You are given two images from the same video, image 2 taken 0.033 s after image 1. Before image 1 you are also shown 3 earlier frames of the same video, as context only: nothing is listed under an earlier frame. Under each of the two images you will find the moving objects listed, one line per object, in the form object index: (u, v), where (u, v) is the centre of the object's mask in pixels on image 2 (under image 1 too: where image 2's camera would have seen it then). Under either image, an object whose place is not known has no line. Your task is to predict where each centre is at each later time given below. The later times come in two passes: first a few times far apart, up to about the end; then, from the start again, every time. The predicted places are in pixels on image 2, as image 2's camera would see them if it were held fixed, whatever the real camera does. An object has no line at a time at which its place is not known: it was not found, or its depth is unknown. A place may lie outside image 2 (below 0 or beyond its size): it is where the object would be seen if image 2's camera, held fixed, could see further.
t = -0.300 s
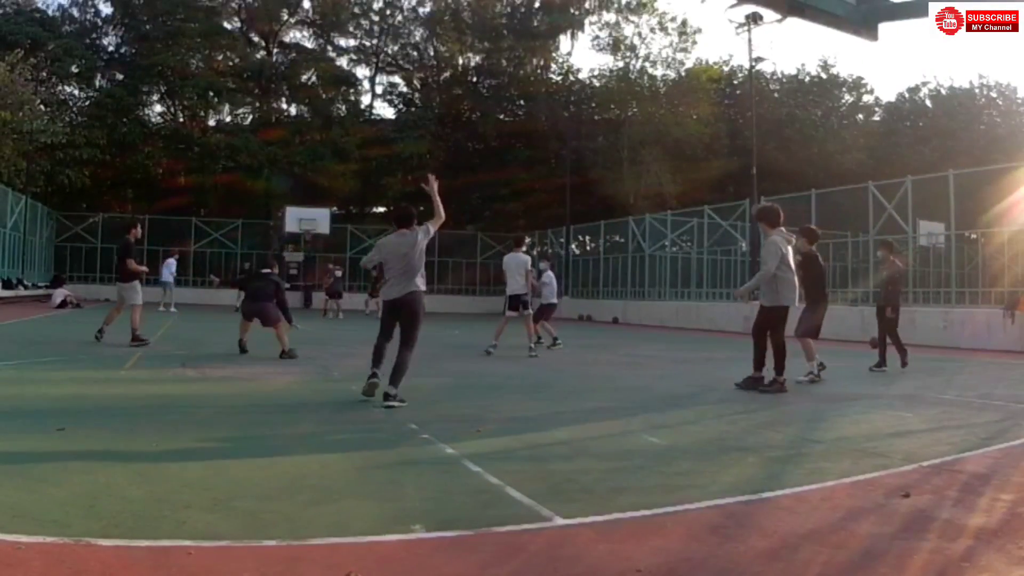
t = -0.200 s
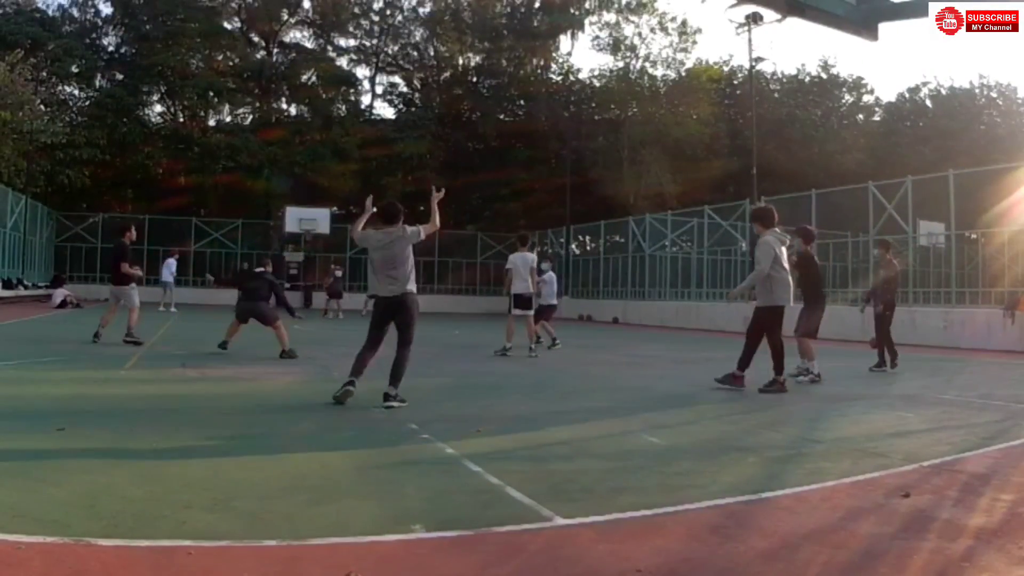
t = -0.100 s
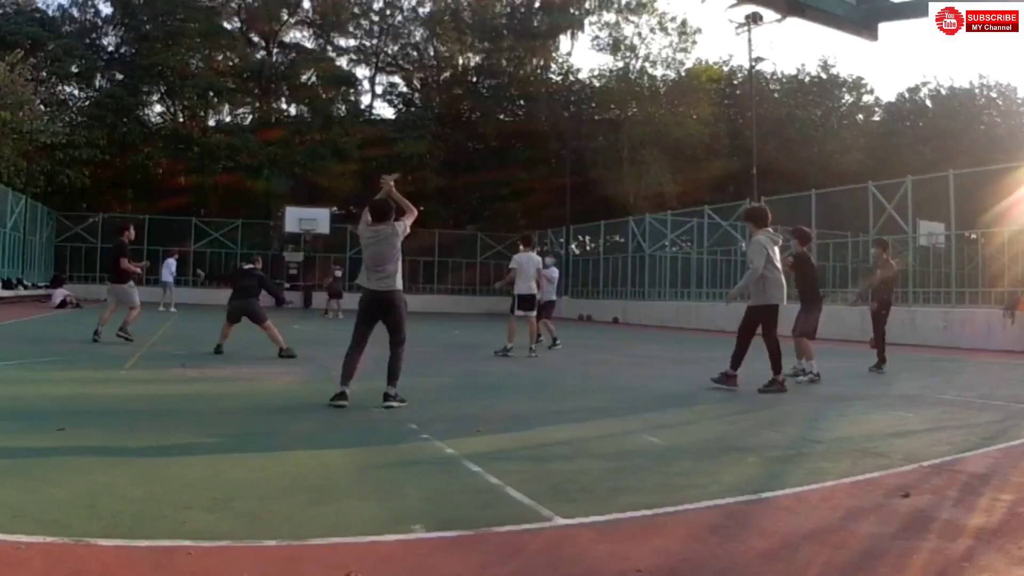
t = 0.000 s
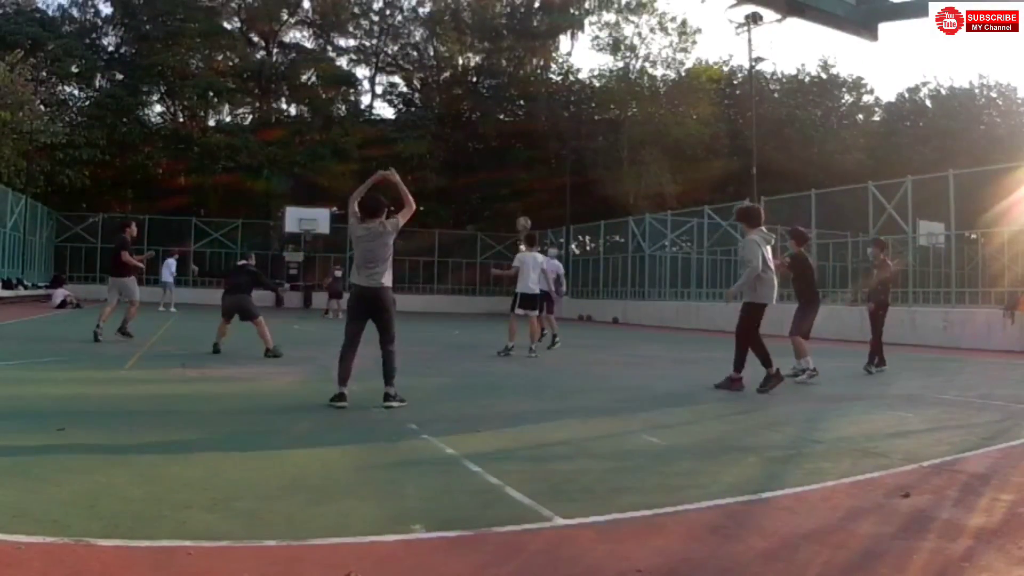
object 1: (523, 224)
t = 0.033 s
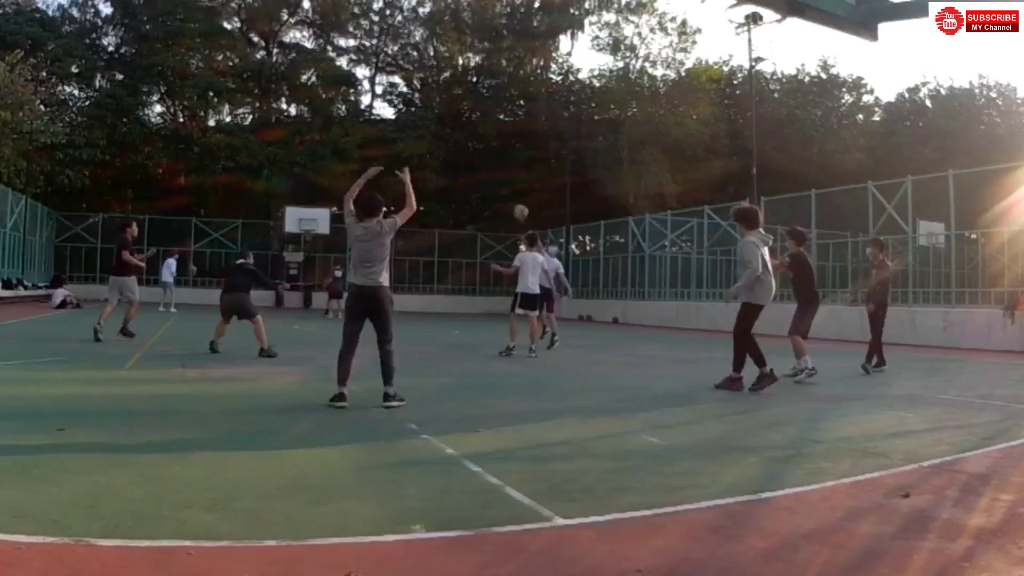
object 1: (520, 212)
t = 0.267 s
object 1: (498, 138)
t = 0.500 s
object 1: (468, 83)
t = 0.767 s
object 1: (413, 62)
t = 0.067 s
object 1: (517, 200)
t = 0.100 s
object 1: (515, 188)
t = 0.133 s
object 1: (511, 178)
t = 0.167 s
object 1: (509, 167)
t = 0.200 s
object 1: (506, 157)
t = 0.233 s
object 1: (502, 147)
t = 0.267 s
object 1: (498, 138)
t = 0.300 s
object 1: (495, 128)
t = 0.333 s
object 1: (491, 119)
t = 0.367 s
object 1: (486, 111)
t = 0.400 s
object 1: (482, 103)
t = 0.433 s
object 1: (477, 96)
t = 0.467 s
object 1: (473, 89)
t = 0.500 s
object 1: (468, 83)
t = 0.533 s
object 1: (463, 78)
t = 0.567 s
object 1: (456, 74)
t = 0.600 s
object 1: (451, 70)
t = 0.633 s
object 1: (444, 67)
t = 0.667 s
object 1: (438, 65)
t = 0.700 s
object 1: (430, 62)
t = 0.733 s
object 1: (421, 62)
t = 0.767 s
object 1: (413, 62)
